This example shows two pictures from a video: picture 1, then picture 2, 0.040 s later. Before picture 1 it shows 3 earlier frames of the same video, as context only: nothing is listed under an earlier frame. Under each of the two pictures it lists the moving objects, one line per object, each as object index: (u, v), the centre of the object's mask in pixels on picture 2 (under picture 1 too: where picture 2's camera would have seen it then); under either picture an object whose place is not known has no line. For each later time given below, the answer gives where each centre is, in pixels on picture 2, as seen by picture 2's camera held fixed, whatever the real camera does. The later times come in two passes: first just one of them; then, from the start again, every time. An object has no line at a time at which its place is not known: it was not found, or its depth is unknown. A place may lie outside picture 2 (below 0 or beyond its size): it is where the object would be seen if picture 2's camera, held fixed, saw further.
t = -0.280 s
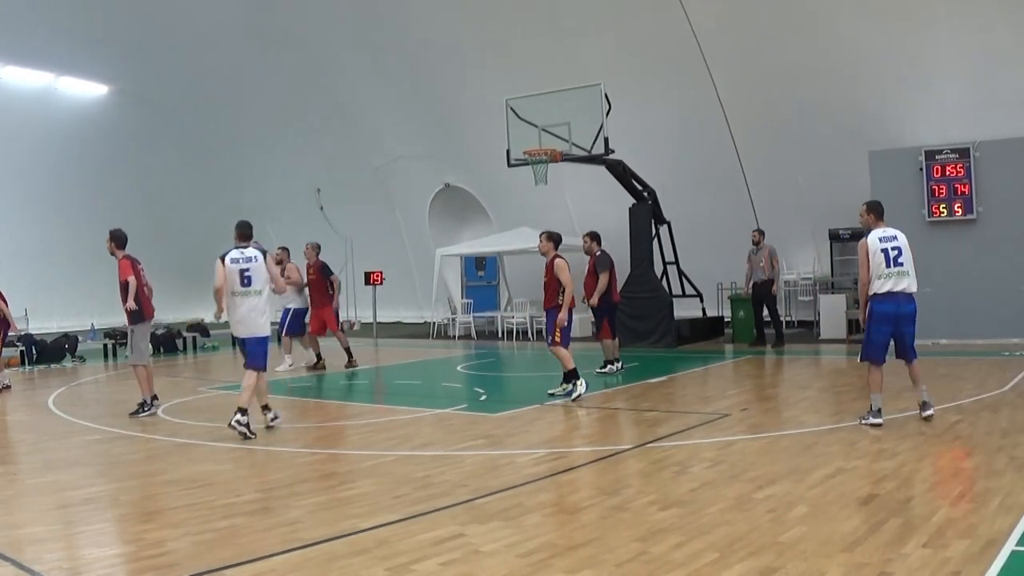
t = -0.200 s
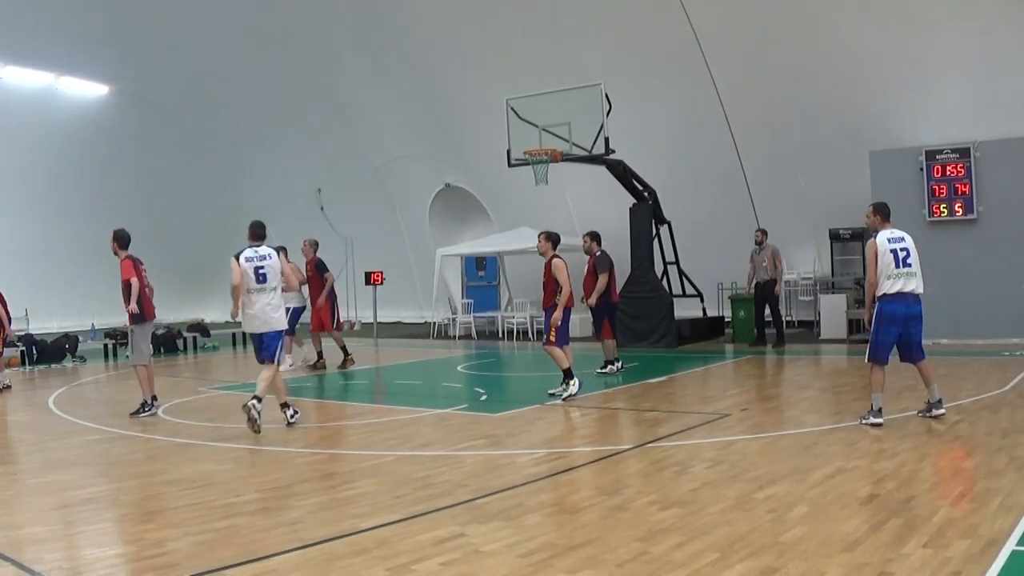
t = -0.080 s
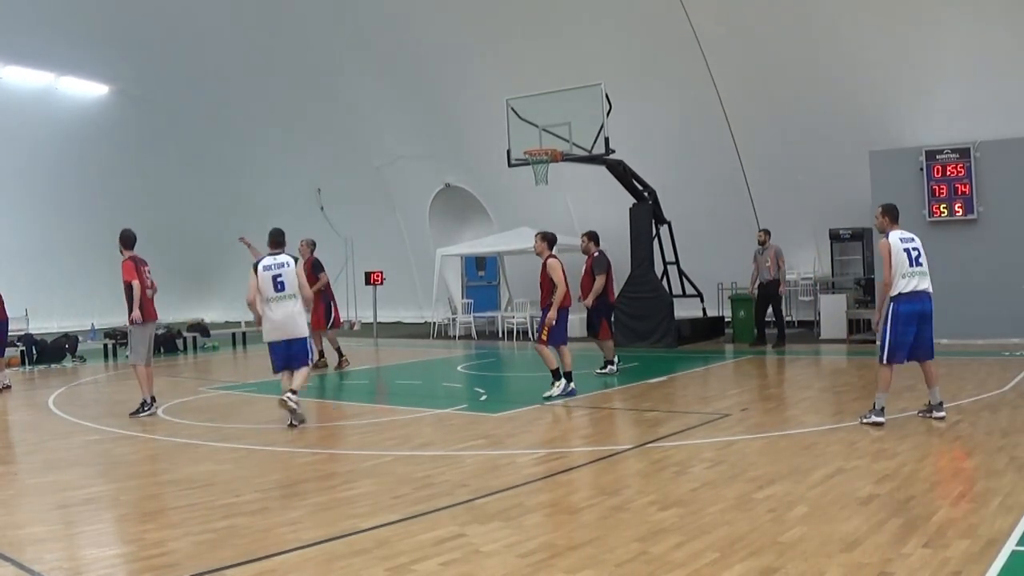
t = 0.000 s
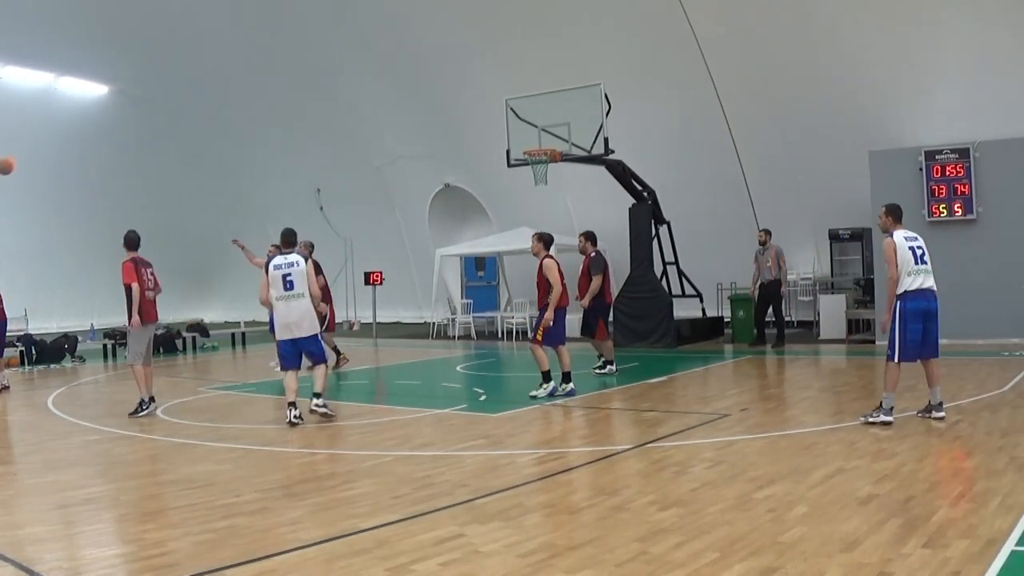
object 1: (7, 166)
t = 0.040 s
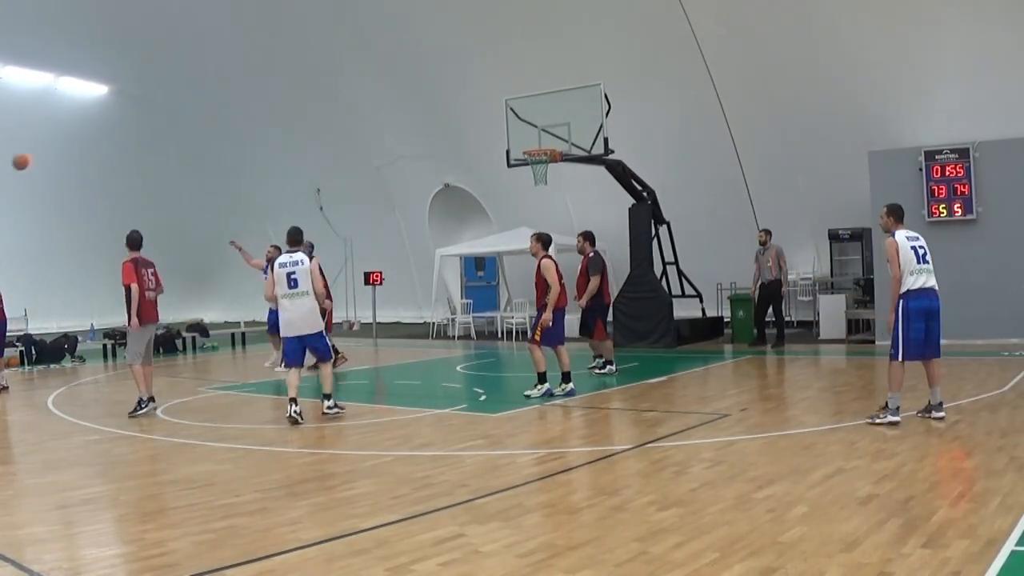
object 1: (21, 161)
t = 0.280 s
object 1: (107, 157)
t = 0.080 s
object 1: (36, 157)
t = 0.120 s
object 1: (51, 156)
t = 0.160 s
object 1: (66, 154)
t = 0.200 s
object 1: (80, 154)
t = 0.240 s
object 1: (95, 155)
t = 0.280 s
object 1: (107, 157)
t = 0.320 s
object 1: (120, 160)
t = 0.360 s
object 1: (133, 164)
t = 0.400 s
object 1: (146, 169)
